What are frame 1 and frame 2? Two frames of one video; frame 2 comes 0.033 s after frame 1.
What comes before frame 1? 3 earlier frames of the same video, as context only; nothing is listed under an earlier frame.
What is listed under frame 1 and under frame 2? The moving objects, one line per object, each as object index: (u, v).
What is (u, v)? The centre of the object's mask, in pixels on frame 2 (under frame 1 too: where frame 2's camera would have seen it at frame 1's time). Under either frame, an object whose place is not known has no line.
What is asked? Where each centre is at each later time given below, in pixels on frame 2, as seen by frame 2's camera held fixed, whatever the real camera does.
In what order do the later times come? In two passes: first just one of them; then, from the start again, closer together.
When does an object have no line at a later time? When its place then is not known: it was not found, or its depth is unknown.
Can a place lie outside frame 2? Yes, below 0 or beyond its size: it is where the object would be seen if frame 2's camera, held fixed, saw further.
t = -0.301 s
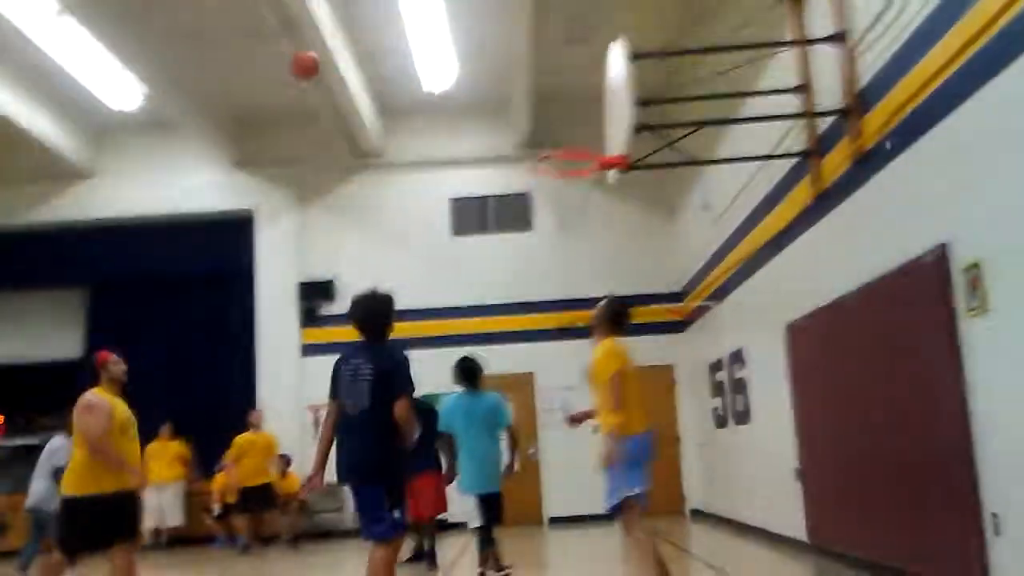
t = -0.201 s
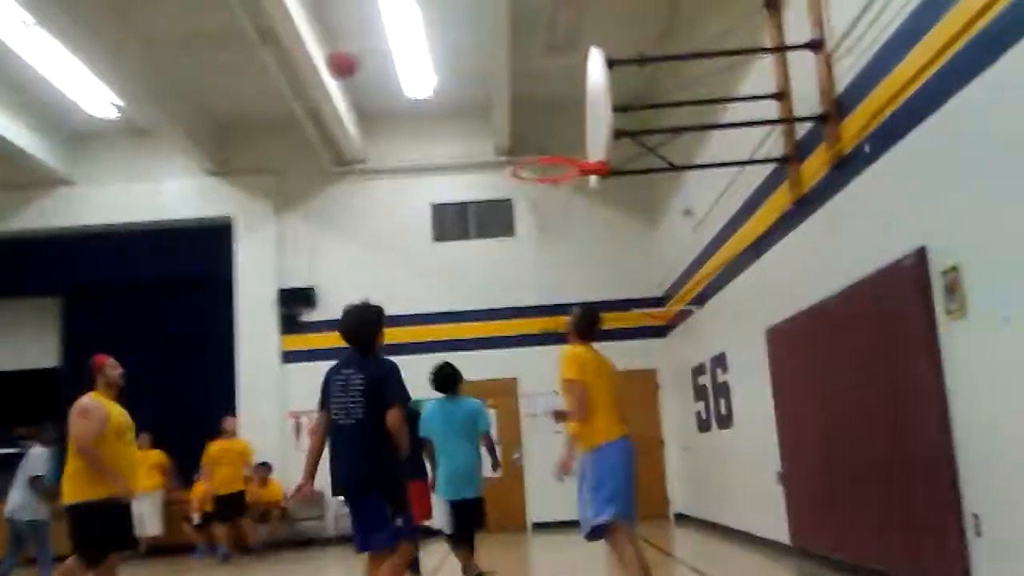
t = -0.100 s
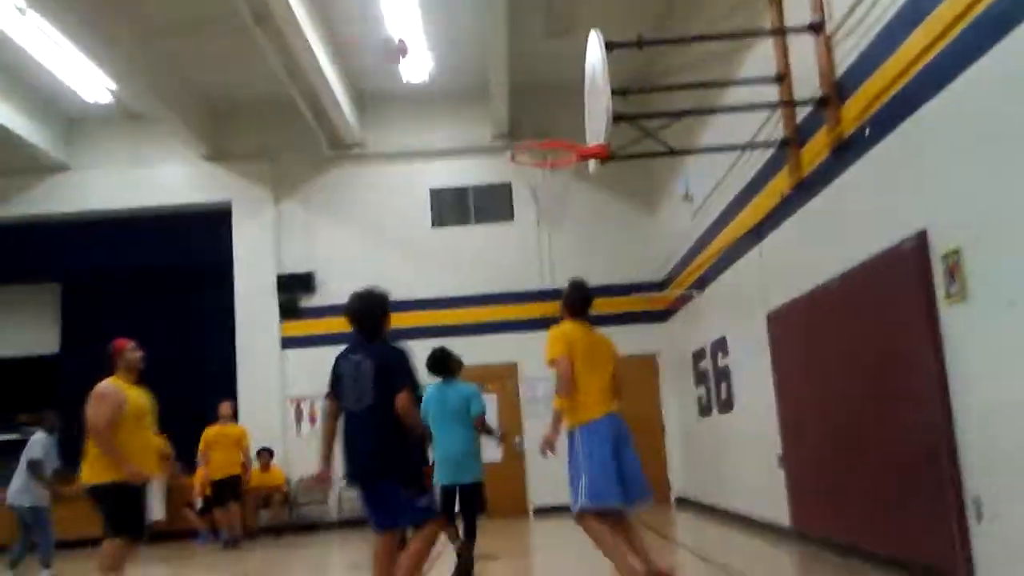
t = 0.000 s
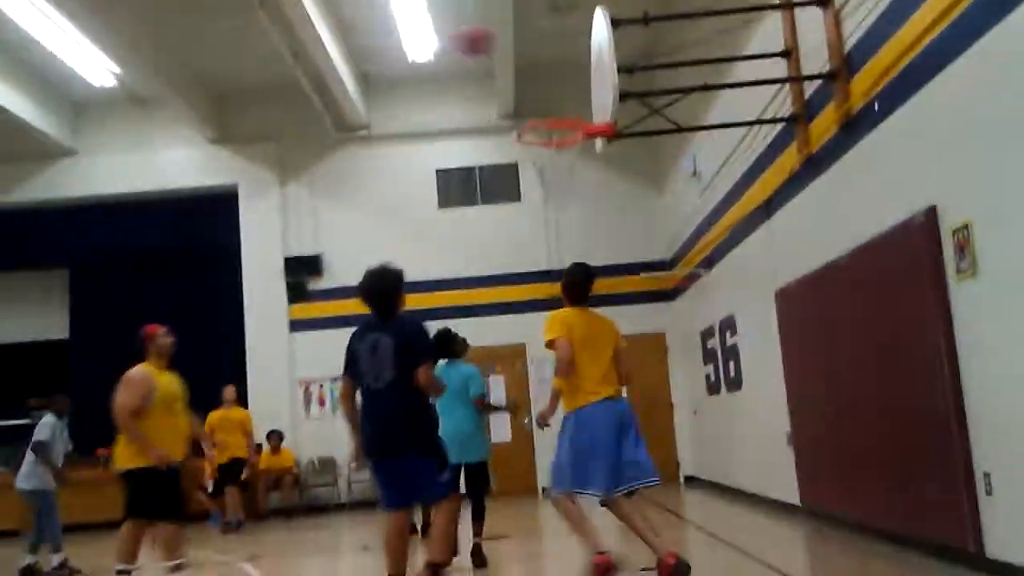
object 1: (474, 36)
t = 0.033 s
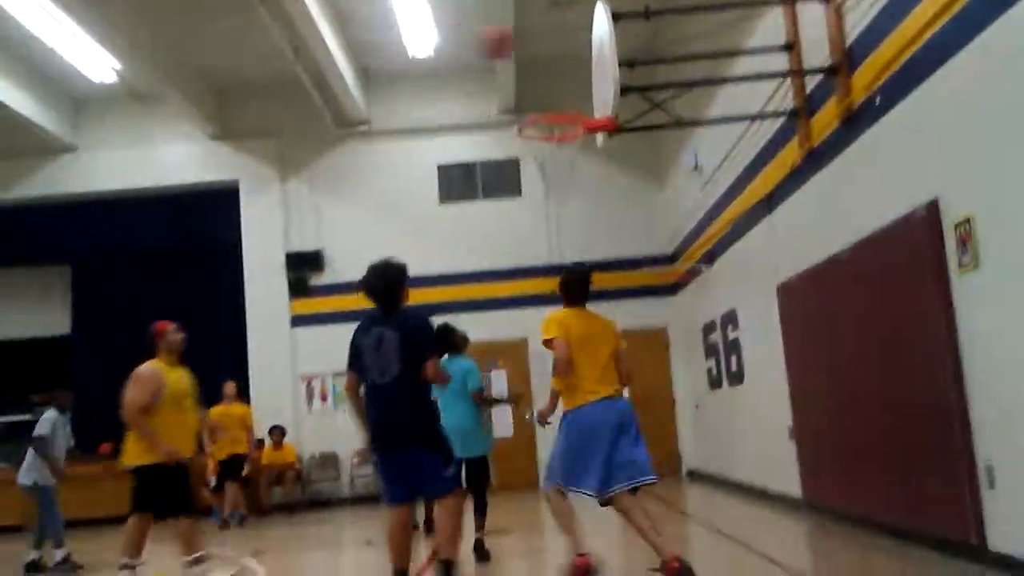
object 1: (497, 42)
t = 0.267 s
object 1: (544, 82)
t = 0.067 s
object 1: (522, 52)
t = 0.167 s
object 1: (582, 87)
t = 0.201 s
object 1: (568, 100)
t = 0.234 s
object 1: (556, 93)
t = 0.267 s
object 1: (544, 82)
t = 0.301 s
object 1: (534, 74)
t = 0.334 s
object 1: (522, 69)
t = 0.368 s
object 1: (511, 64)
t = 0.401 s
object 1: (499, 59)
